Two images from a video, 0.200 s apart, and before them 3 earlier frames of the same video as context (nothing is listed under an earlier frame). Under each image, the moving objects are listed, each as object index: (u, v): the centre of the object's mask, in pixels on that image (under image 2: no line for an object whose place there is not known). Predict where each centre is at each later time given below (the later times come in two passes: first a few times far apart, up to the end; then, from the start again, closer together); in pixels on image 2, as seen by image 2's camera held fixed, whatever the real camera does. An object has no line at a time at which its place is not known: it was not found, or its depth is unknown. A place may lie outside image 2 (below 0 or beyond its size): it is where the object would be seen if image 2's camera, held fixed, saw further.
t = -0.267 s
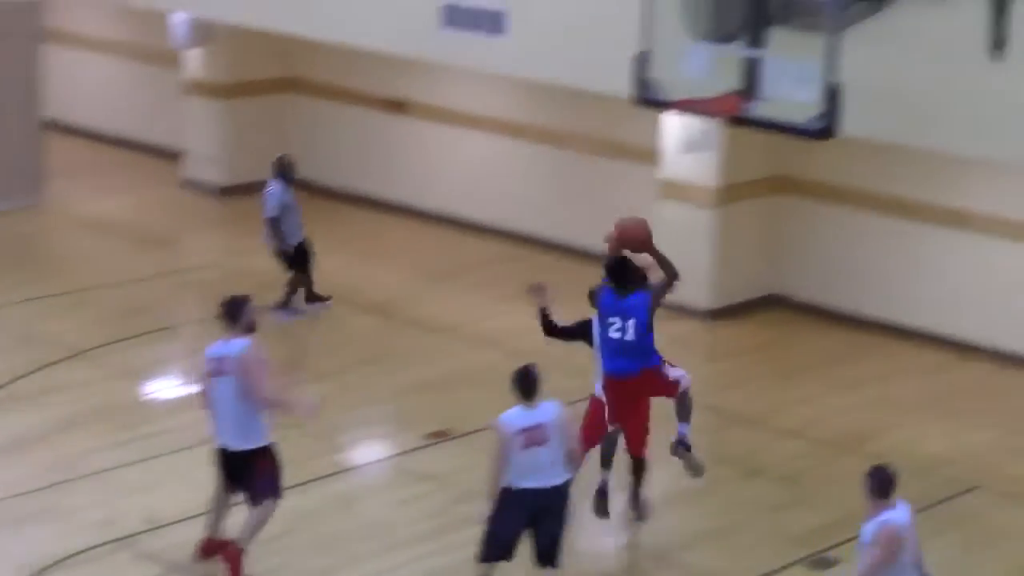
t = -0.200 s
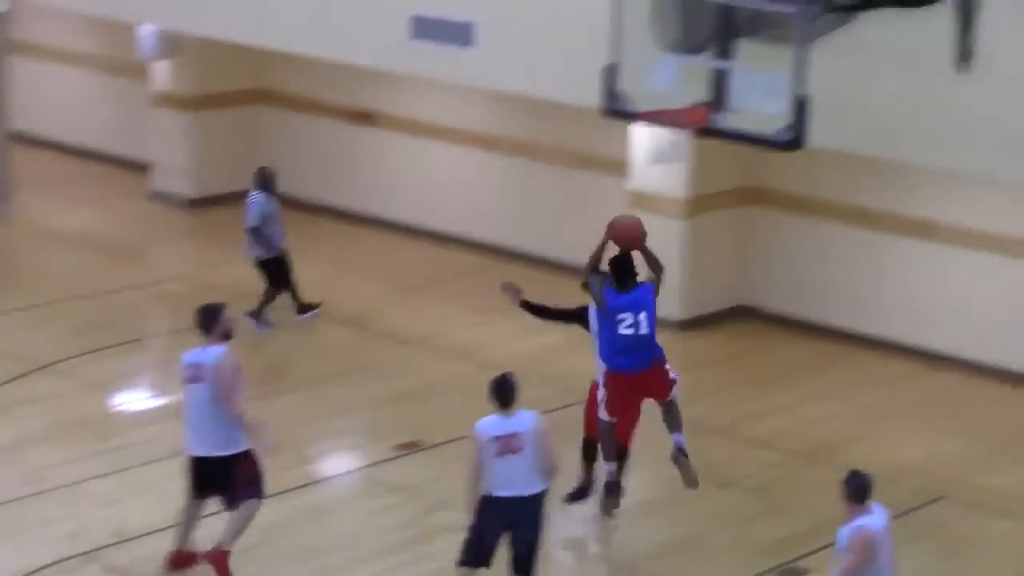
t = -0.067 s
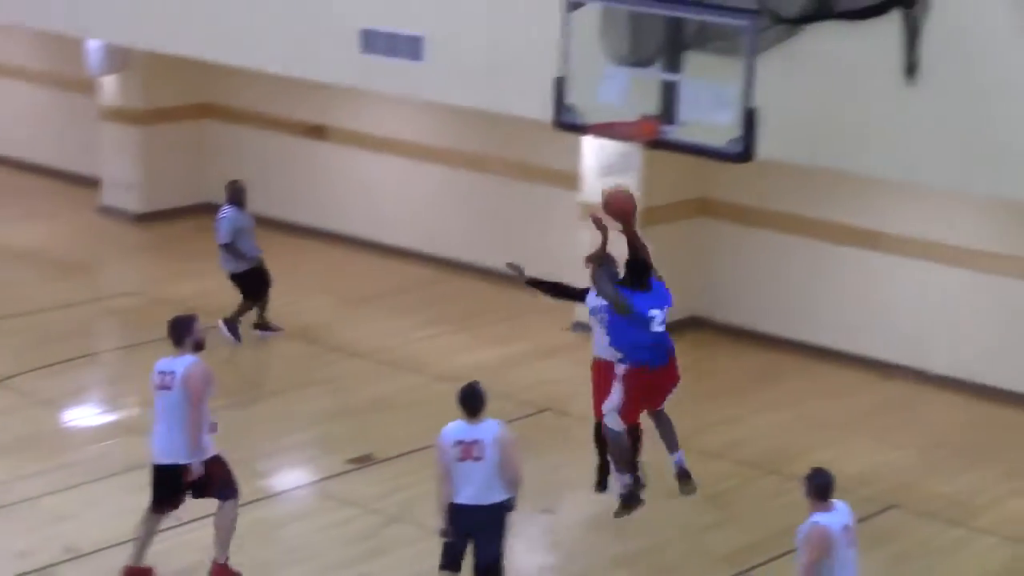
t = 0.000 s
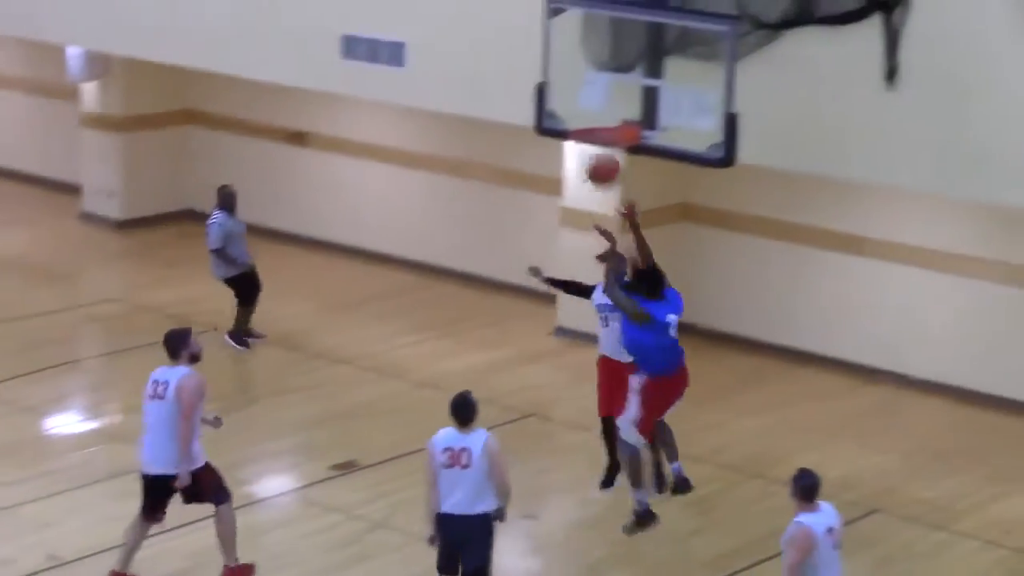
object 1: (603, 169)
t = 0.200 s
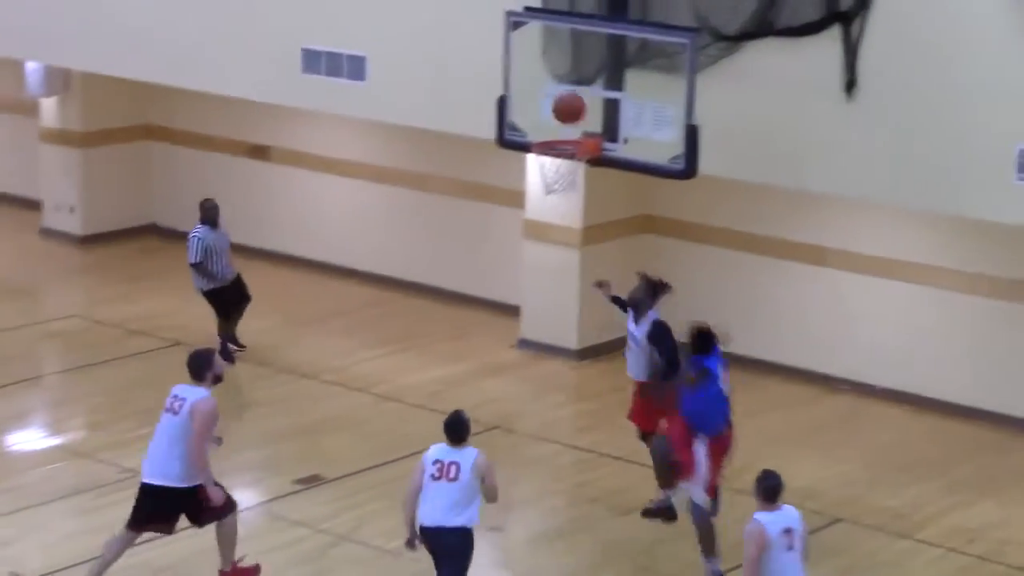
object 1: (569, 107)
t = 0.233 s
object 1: (569, 102)
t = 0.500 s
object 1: (569, 101)
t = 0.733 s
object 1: (561, 163)
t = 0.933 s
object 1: (549, 242)
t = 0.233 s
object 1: (569, 102)
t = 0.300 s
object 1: (569, 93)
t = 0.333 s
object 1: (569, 92)
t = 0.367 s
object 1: (570, 92)
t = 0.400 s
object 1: (569, 92)
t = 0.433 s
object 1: (569, 92)
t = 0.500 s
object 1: (569, 101)
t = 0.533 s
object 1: (569, 108)
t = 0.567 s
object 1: (568, 116)
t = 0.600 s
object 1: (568, 124)
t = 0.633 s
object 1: (567, 136)
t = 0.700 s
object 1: (566, 156)
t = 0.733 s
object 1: (561, 163)
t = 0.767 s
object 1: (558, 177)
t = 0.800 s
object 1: (556, 190)
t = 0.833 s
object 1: (554, 202)
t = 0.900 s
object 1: (550, 228)
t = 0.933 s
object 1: (549, 242)
